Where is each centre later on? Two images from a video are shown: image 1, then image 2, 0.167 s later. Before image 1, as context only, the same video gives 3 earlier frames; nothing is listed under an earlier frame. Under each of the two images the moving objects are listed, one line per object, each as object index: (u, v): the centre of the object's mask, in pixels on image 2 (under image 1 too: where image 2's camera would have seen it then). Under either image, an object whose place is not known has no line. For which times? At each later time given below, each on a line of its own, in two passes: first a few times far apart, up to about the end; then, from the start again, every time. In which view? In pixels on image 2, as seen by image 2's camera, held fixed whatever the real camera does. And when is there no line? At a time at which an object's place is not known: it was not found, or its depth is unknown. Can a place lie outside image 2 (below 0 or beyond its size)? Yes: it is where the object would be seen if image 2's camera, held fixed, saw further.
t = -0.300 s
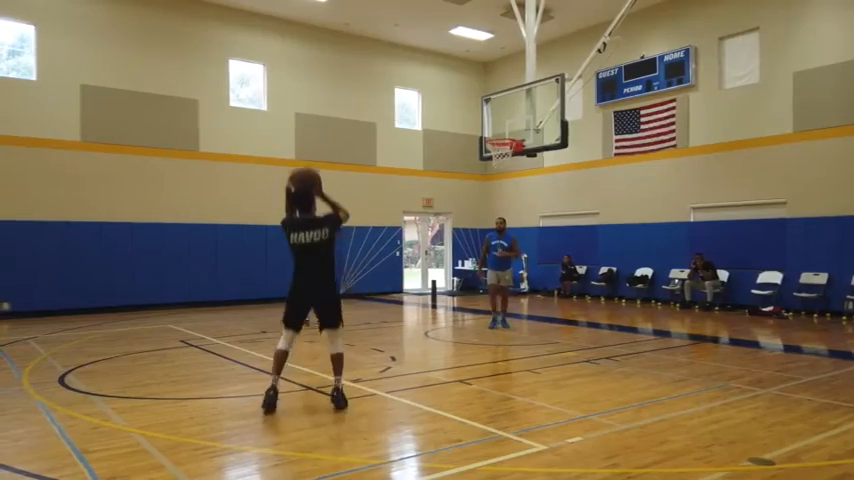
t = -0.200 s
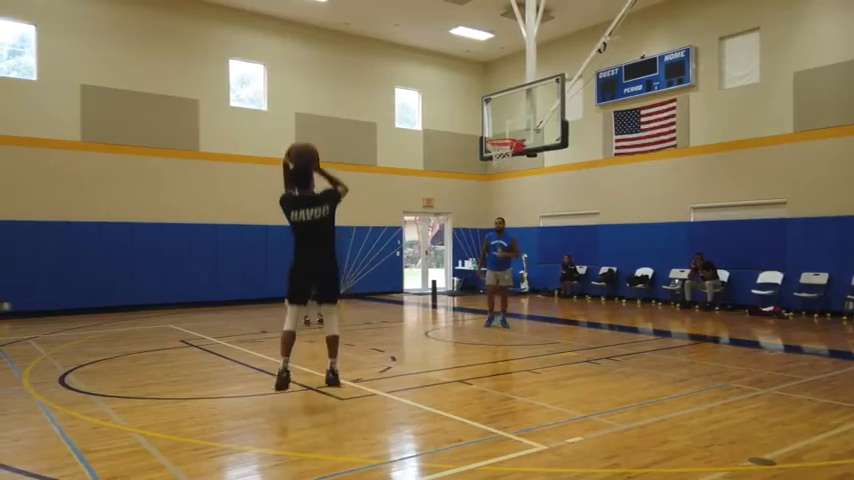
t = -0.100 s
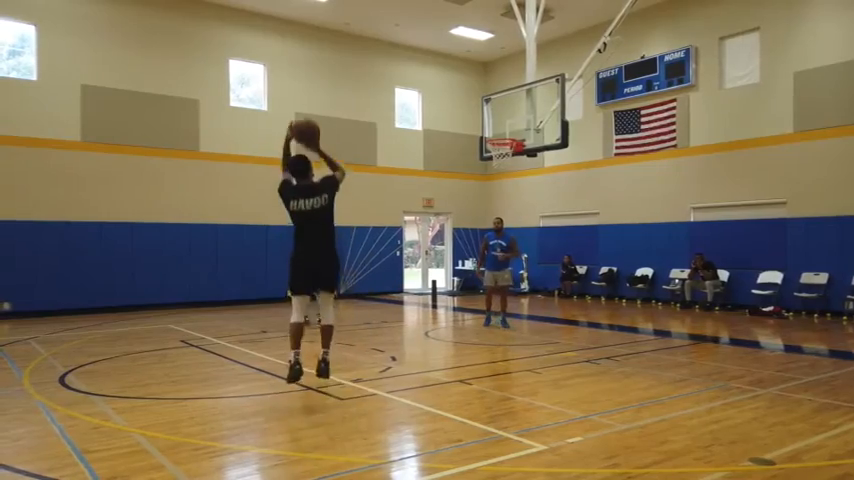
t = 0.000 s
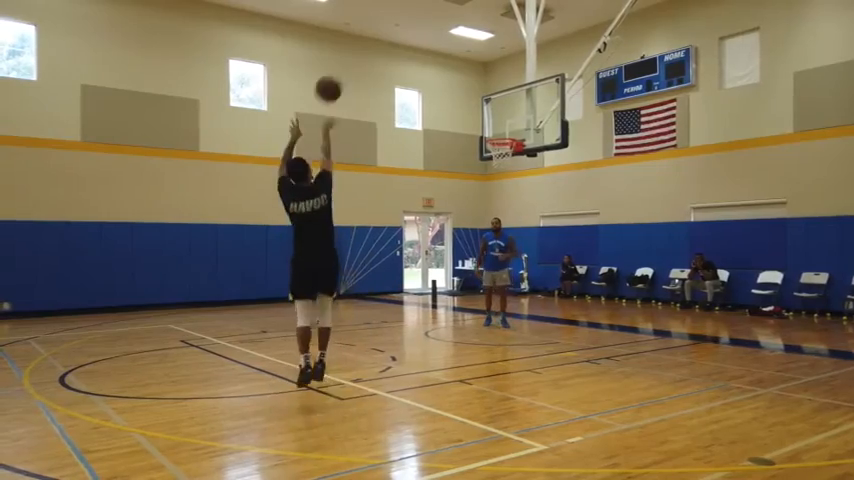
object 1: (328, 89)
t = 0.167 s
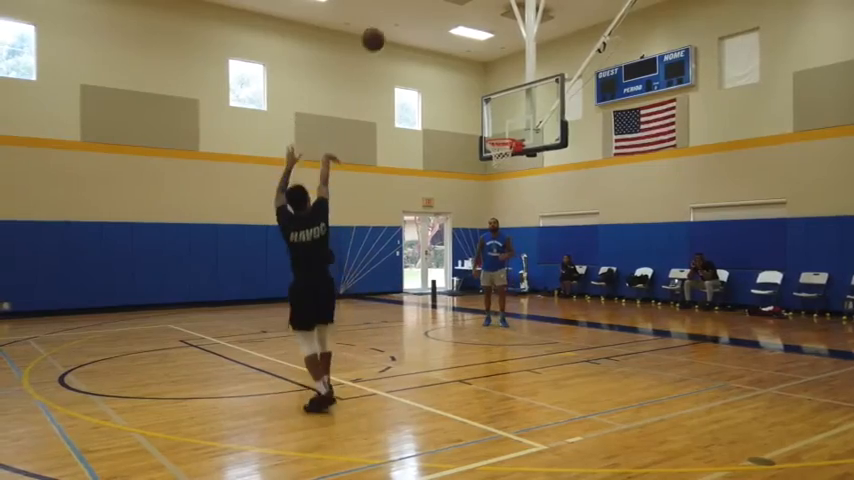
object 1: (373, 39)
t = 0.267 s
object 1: (395, 26)
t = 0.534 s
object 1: (442, 36)
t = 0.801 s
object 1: (477, 90)
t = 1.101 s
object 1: (511, 167)
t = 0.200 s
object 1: (380, 34)
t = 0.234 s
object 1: (388, 29)
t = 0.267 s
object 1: (395, 26)
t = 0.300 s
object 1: (401, 24)
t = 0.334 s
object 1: (408, 23)
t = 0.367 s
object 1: (414, 23)
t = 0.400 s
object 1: (420, 24)
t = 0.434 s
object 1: (426, 25)
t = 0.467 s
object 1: (432, 28)
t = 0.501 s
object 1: (437, 32)
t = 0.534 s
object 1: (442, 36)
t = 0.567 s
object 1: (447, 41)
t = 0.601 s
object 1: (452, 46)
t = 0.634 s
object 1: (456, 52)
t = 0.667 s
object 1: (461, 58)
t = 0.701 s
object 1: (465, 66)
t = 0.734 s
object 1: (469, 73)
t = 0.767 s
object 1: (473, 81)
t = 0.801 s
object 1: (477, 90)
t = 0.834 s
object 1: (481, 98)
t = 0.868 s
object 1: (484, 108)
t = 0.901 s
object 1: (488, 118)
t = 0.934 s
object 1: (491, 128)
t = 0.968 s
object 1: (495, 138)
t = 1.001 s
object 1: (494, 144)
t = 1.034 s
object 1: (502, 153)
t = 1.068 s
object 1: (508, 162)
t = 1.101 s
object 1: (511, 167)
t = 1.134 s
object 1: (514, 174)
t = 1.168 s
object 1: (517, 181)
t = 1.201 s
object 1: (520, 190)
